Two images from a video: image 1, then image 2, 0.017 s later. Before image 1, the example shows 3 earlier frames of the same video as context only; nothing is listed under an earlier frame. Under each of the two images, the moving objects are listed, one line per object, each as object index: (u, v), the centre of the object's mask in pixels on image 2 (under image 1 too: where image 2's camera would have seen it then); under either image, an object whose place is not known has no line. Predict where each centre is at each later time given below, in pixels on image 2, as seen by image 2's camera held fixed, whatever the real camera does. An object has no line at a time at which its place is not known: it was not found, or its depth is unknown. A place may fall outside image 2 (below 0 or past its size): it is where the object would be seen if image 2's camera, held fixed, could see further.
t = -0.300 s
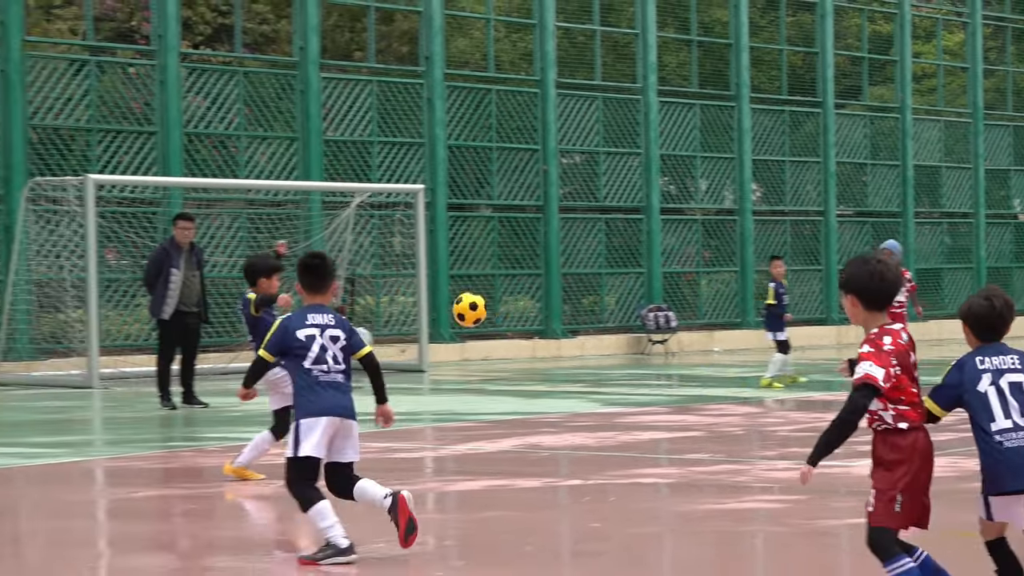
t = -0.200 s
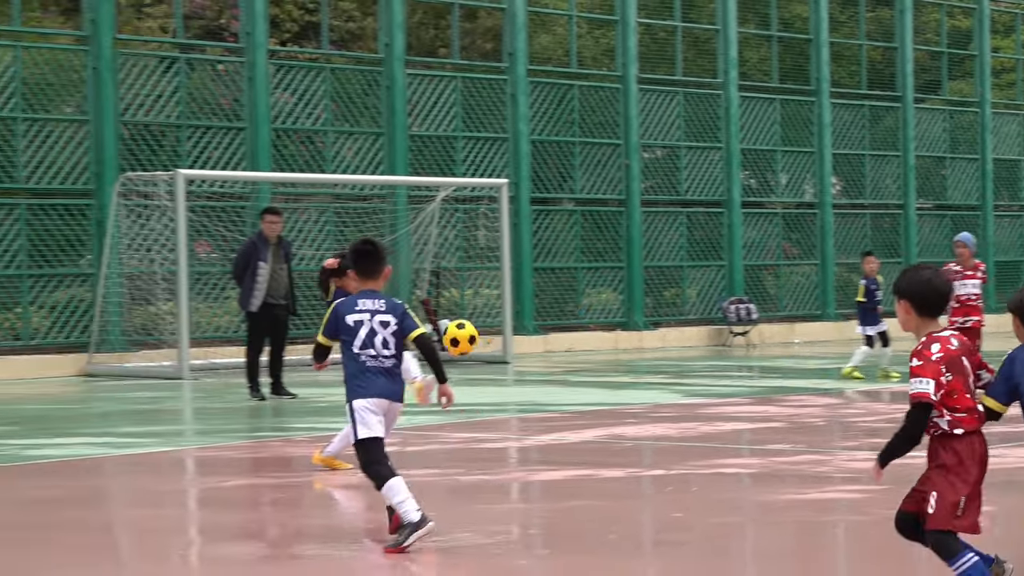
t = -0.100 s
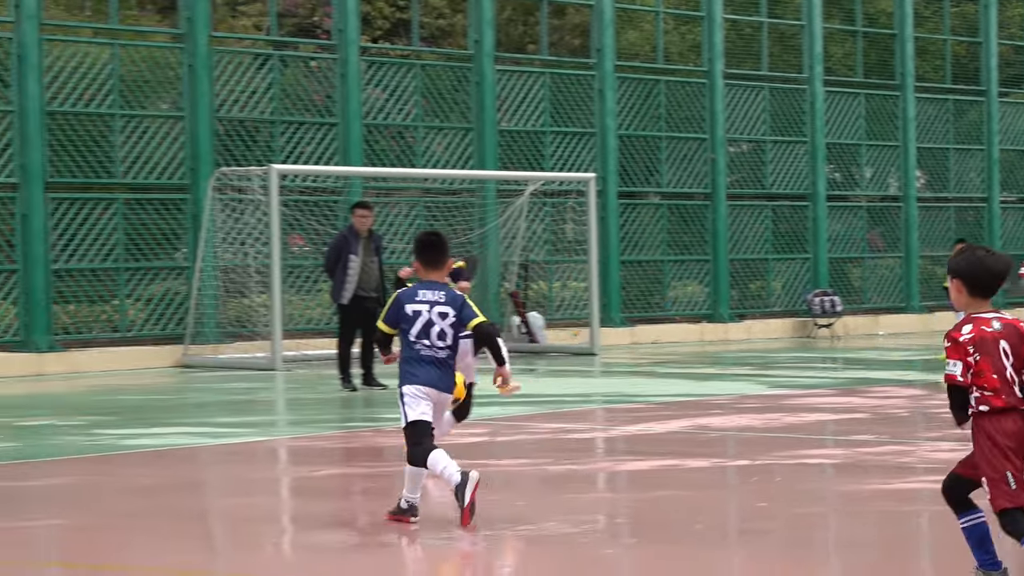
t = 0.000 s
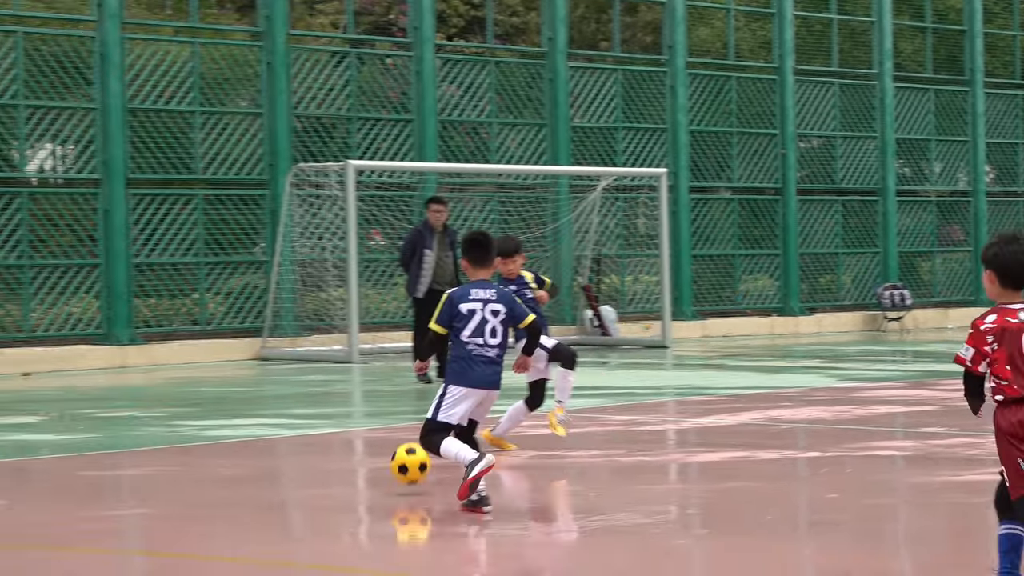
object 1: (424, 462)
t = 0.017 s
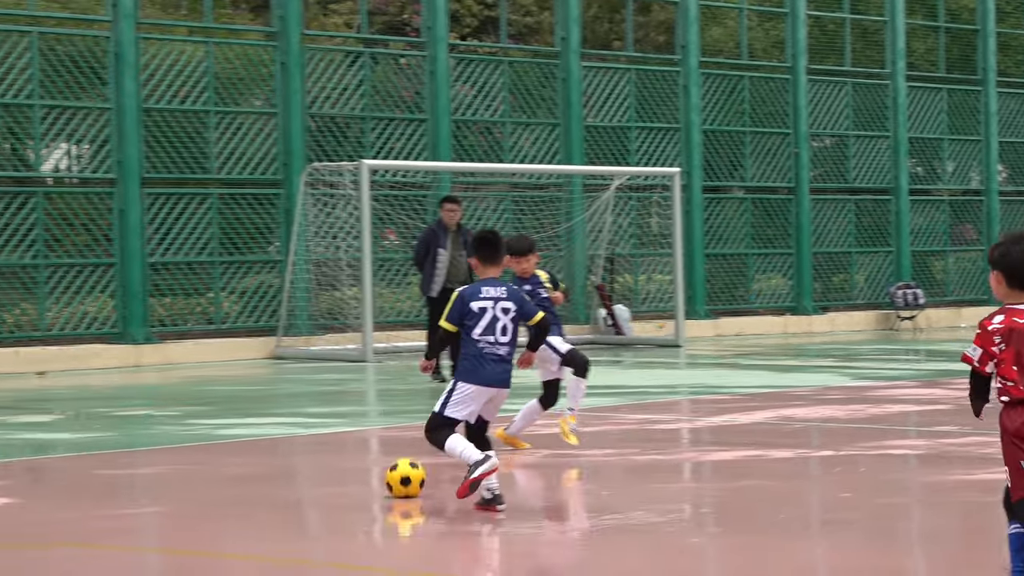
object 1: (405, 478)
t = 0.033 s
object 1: (390, 476)
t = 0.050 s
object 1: (377, 472)
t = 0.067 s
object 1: (363, 469)
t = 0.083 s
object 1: (349, 466)
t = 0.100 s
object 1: (335, 464)
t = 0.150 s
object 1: (291, 454)
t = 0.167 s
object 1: (276, 452)
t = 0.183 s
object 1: (260, 450)
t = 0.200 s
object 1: (245, 450)
